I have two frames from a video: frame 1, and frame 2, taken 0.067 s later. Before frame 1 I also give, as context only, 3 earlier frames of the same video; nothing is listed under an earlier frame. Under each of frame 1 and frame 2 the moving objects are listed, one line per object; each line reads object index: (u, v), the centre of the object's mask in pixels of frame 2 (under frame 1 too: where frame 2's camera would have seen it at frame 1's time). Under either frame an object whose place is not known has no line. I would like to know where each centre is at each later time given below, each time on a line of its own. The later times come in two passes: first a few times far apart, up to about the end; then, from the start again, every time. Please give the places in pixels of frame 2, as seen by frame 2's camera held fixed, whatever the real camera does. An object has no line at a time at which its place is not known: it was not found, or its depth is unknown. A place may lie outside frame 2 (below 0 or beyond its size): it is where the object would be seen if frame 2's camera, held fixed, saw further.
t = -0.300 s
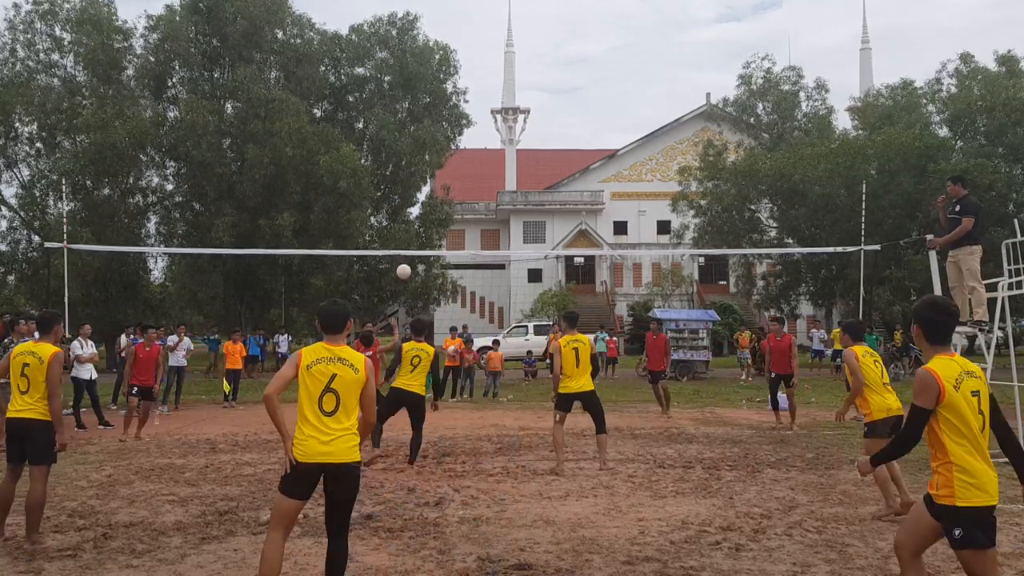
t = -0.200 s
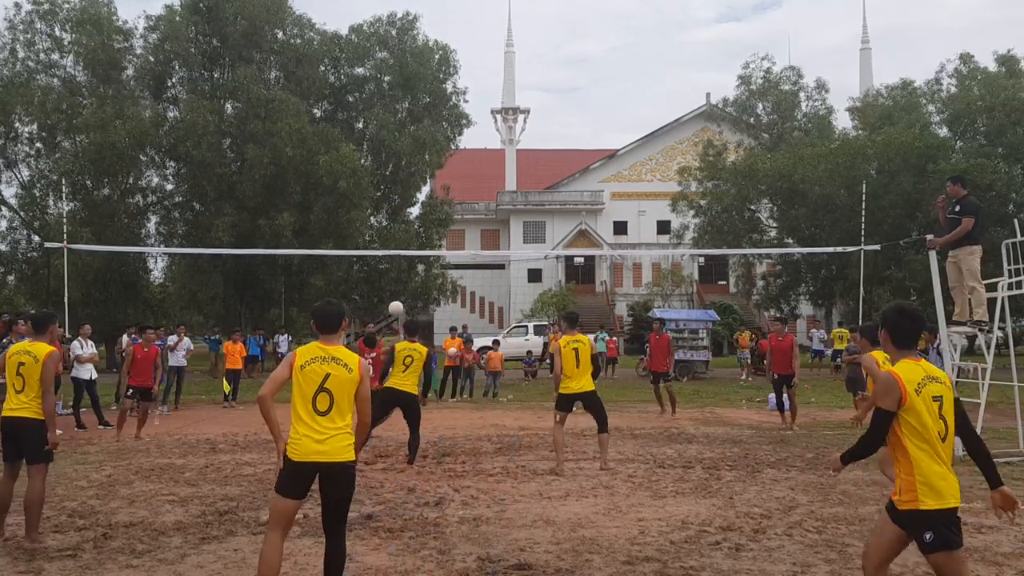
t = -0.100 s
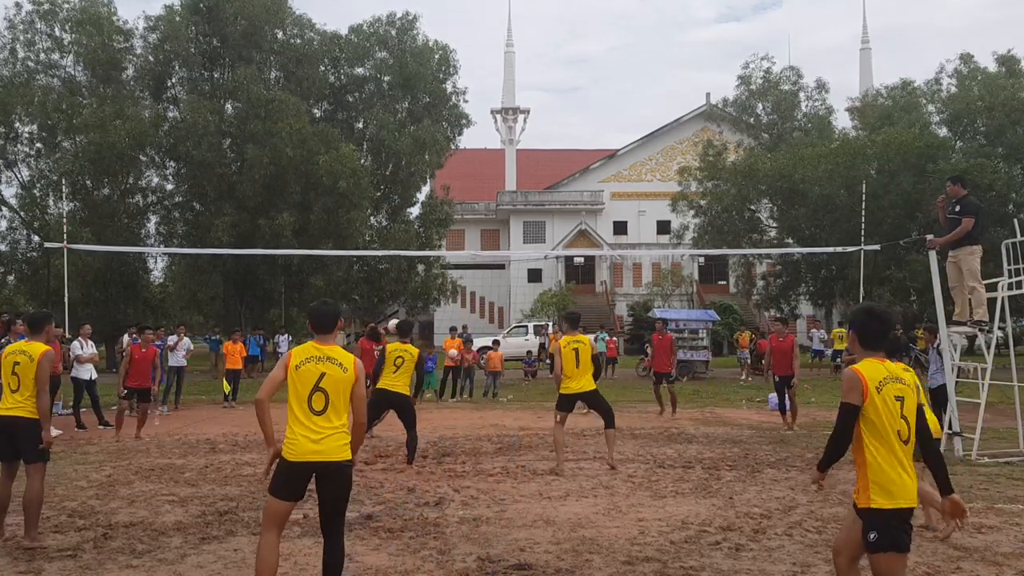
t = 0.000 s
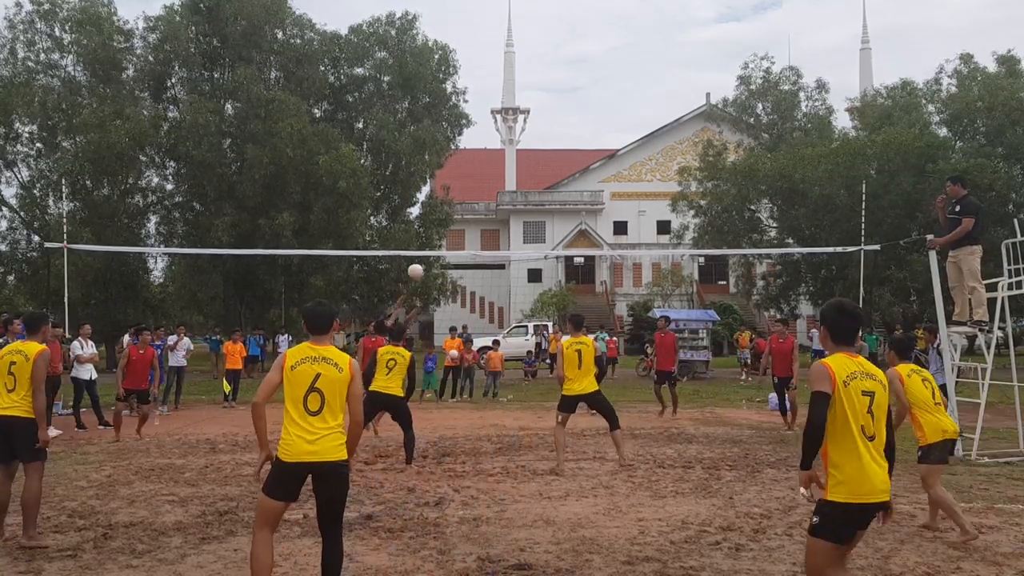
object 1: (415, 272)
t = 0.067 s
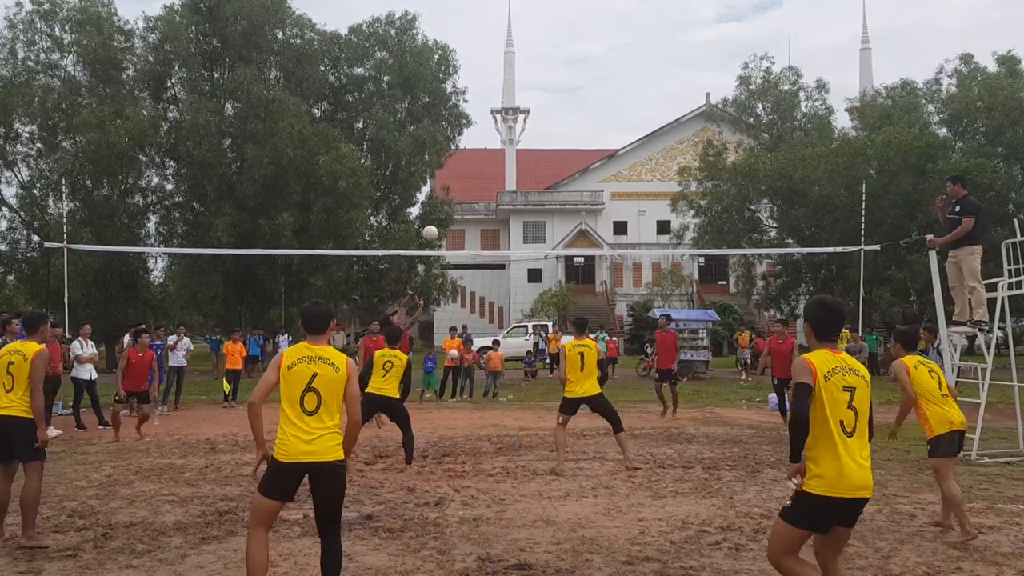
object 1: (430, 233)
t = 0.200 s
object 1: (461, 164)
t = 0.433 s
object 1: (518, 72)
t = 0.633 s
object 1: (569, 19)
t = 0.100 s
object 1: (438, 214)
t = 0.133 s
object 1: (445, 197)
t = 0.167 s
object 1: (453, 181)
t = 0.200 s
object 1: (461, 164)
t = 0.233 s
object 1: (469, 148)
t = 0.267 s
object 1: (477, 135)
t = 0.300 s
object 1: (485, 121)
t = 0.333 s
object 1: (493, 108)
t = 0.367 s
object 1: (502, 95)
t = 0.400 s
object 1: (510, 83)
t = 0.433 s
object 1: (518, 72)
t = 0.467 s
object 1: (527, 61)
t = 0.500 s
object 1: (535, 51)
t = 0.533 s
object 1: (543, 42)
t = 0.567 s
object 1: (552, 34)
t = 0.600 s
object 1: (561, 26)
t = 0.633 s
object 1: (569, 19)
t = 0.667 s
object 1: (578, 13)
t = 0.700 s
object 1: (587, 7)
